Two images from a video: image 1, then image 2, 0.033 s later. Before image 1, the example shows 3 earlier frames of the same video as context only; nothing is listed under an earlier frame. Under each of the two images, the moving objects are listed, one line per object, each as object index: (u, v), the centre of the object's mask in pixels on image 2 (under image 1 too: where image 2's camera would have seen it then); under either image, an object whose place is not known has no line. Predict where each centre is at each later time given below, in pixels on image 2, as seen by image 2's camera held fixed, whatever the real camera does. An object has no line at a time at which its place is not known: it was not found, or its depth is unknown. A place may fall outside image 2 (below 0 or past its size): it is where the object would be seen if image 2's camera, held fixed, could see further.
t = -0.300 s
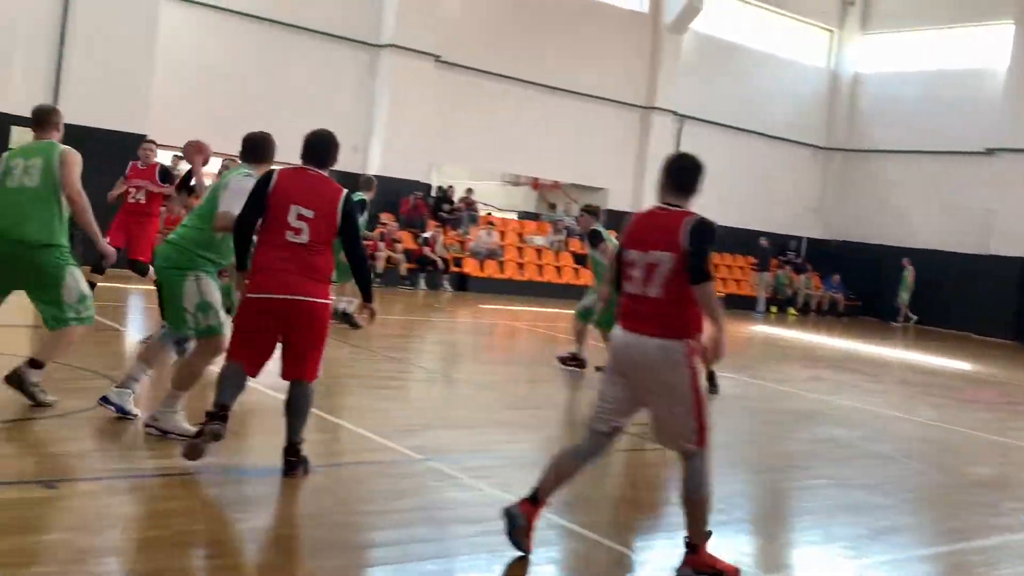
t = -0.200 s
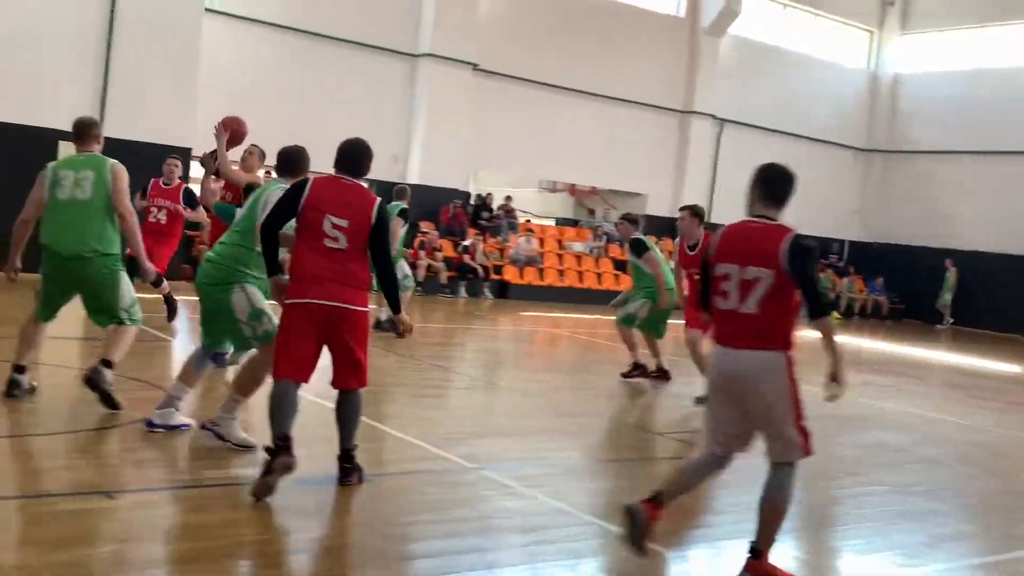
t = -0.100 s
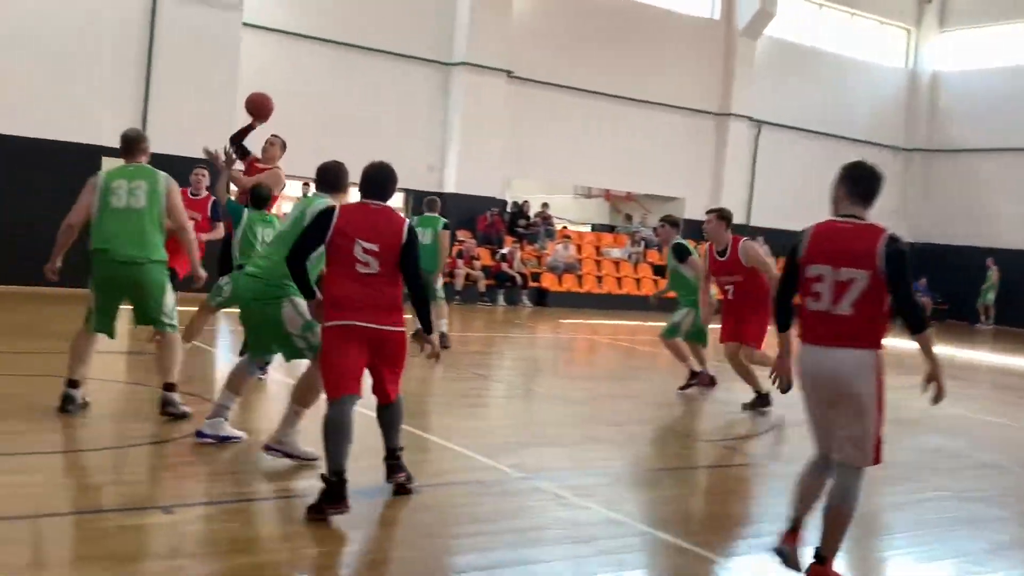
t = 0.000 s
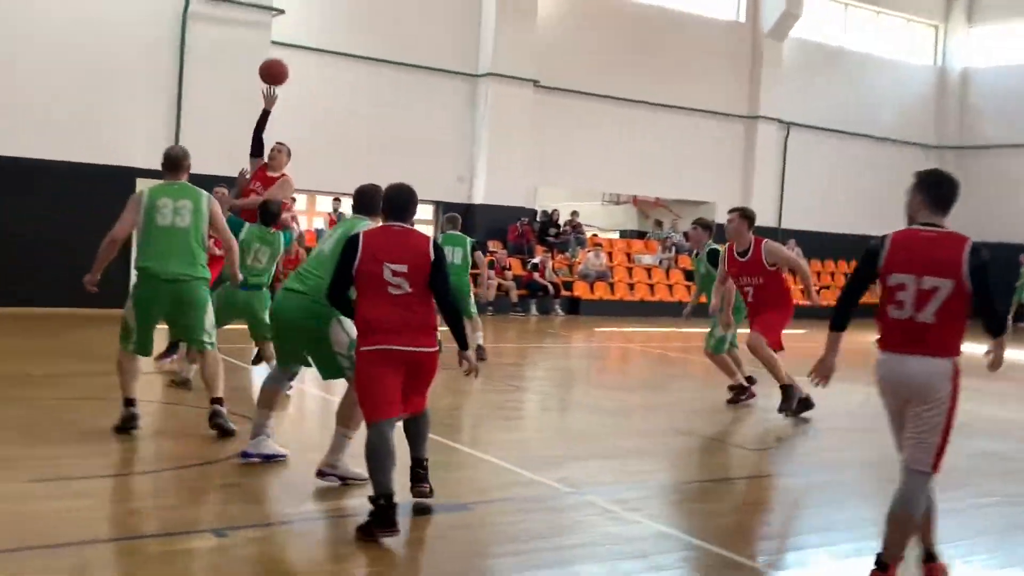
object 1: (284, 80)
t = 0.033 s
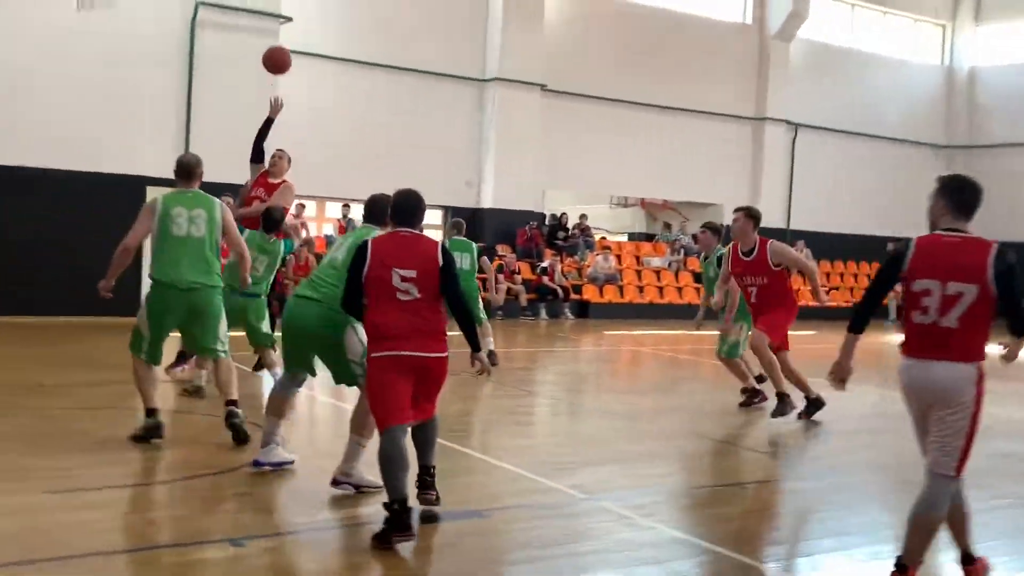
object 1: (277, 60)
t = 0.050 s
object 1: (274, 49)
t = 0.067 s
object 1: (271, 40)
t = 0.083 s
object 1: (267, 31)
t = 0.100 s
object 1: (264, 22)
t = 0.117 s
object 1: (262, 13)
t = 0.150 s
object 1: (257, -3)
